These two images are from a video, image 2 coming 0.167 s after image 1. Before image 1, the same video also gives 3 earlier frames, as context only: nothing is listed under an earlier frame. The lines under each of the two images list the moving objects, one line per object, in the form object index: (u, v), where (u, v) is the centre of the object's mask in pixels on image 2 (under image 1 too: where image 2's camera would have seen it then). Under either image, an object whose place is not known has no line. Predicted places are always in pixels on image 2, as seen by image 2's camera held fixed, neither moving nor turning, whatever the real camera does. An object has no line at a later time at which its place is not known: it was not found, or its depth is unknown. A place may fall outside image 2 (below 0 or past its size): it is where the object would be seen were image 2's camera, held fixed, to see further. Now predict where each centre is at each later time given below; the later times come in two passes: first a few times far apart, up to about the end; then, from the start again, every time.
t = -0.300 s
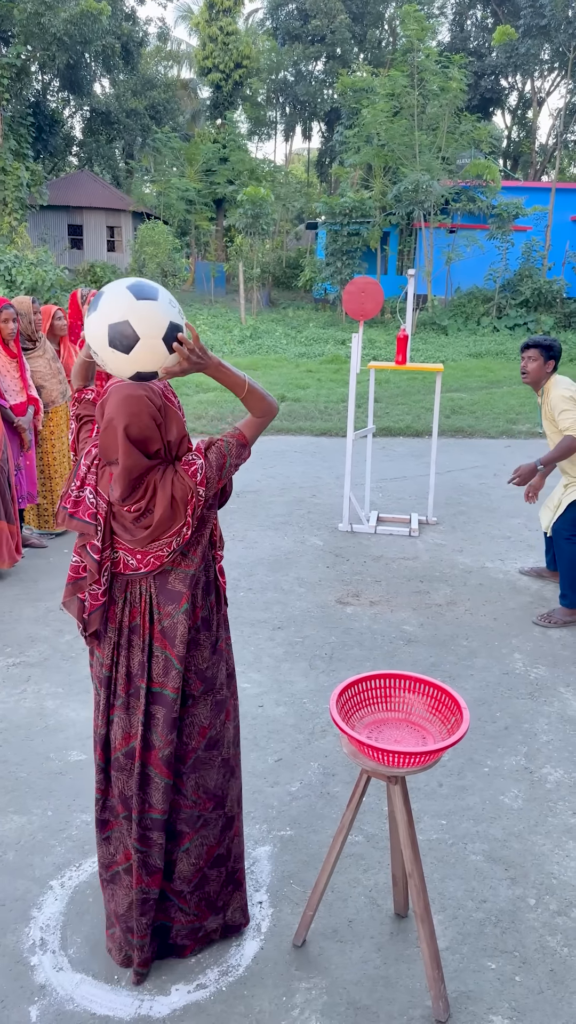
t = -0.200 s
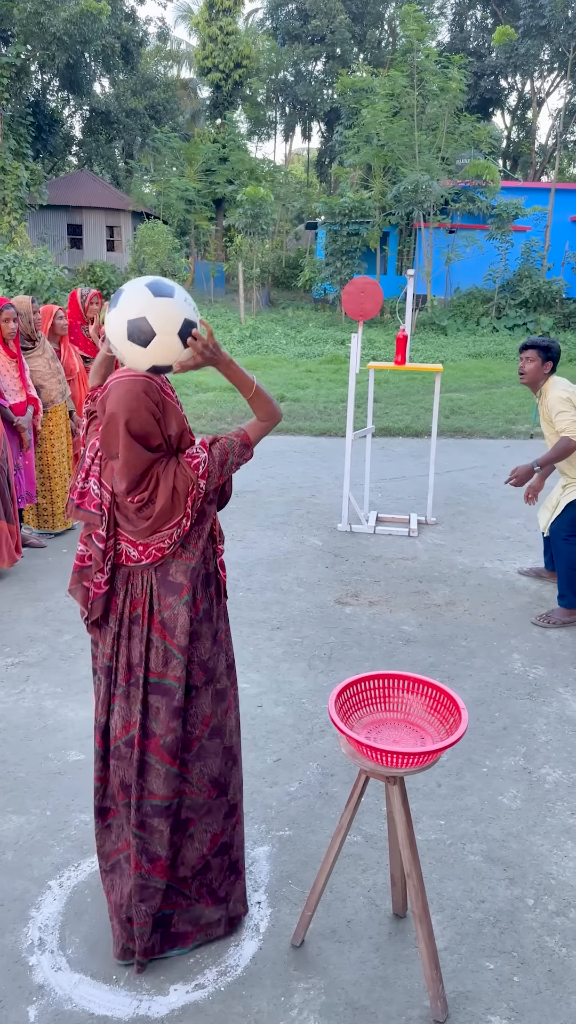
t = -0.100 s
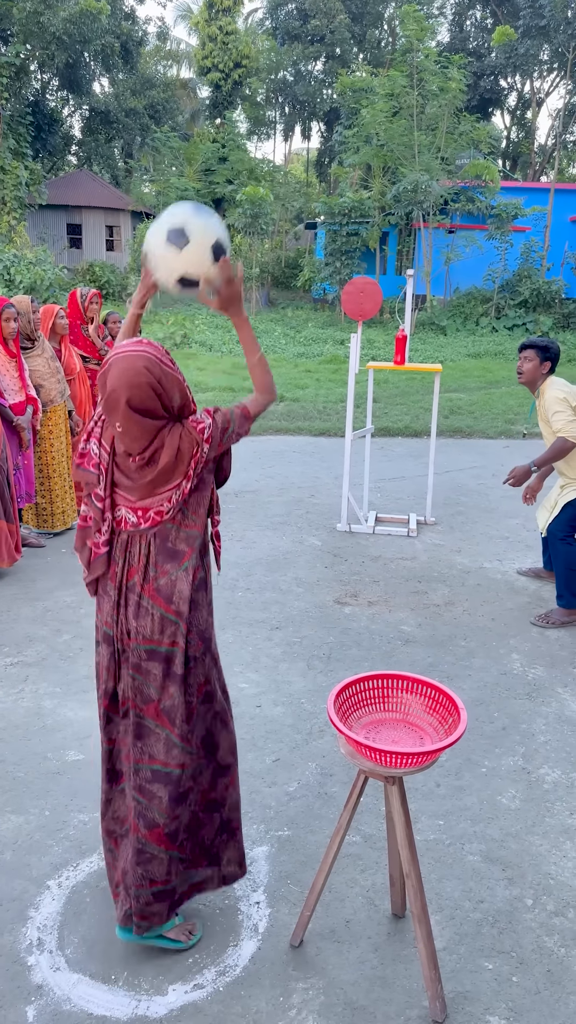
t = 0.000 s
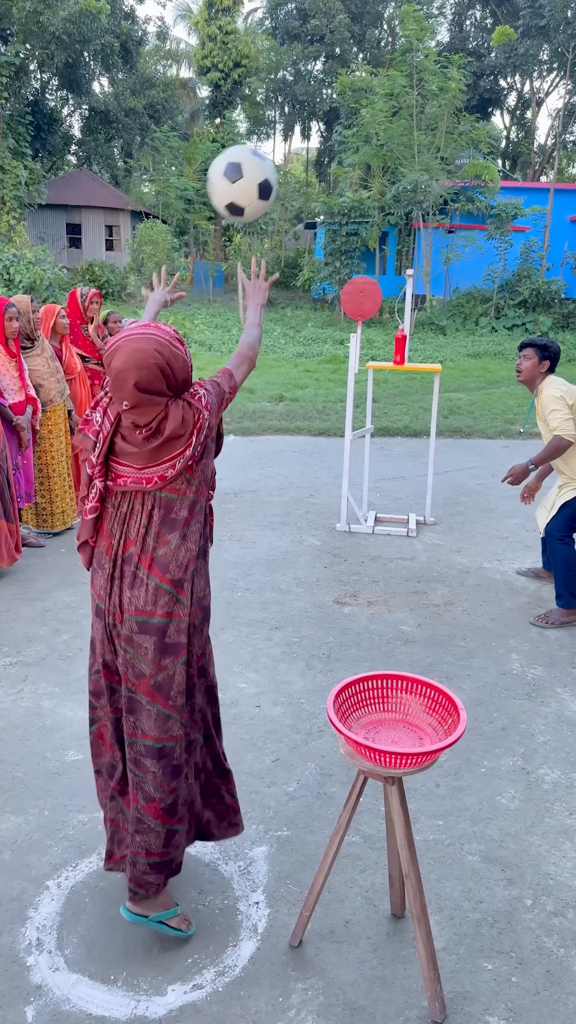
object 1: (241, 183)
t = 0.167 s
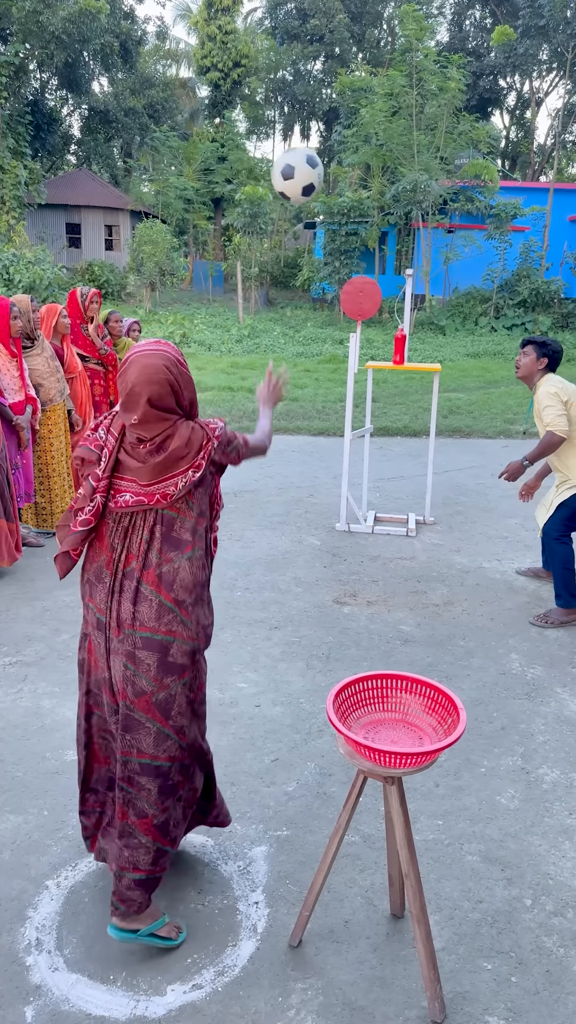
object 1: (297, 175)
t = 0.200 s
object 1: (305, 181)
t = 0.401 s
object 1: (336, 252)
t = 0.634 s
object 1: (329, 346)
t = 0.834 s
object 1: (298, 453)
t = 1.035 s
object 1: (278, 466)
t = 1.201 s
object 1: (258, 404)
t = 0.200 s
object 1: (305, 181)
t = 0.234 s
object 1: (312, 190)
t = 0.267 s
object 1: (318, 200)
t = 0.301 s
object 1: (323, 211)
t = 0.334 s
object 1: (328, 224)
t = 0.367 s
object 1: (332, 238)
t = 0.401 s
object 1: (336, 252)
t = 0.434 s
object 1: (340, 267)
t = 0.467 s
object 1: (343, 283)
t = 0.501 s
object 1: (346, 300)
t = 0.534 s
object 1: (344, 311)
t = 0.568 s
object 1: (339, 322)
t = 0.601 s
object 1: (334, 333)
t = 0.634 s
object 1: (329, 346)
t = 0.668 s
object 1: (324, 361)
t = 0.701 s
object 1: (319, 376)
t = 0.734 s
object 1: (314, 394)
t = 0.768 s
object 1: (309, 412)
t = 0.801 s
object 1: (304, 433)
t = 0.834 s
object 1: (298, 453)
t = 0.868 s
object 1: (295, 475)
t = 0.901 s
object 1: (289, 498)
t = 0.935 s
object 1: (284, 516)
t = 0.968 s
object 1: (283, 497)
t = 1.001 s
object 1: (280, 481)
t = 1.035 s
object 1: (278, 466)
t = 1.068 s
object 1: (275, 451)
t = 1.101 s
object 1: (271, 438)
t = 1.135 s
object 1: (268, 426)
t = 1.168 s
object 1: (262, 414)
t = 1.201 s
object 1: (258, 404)
